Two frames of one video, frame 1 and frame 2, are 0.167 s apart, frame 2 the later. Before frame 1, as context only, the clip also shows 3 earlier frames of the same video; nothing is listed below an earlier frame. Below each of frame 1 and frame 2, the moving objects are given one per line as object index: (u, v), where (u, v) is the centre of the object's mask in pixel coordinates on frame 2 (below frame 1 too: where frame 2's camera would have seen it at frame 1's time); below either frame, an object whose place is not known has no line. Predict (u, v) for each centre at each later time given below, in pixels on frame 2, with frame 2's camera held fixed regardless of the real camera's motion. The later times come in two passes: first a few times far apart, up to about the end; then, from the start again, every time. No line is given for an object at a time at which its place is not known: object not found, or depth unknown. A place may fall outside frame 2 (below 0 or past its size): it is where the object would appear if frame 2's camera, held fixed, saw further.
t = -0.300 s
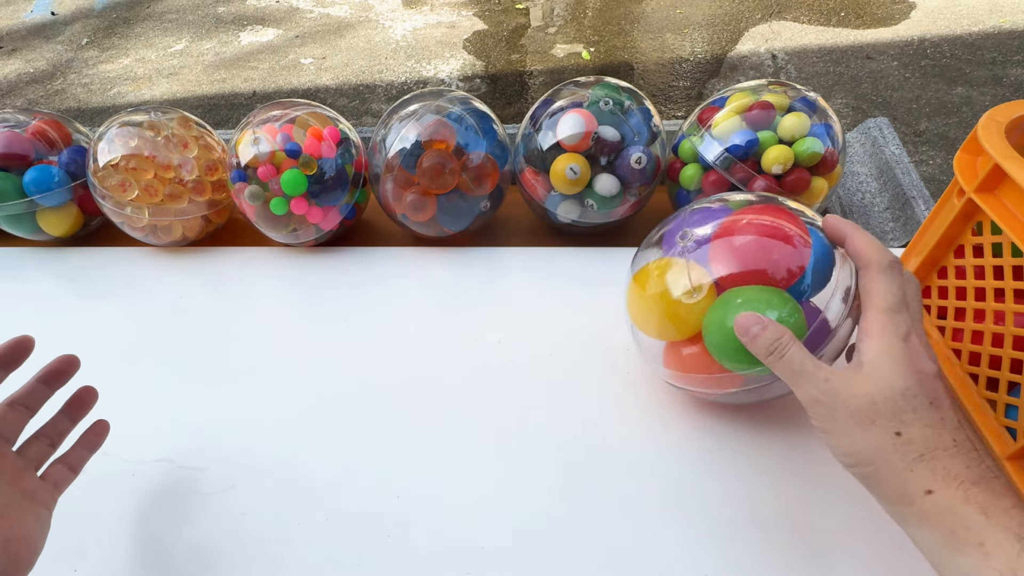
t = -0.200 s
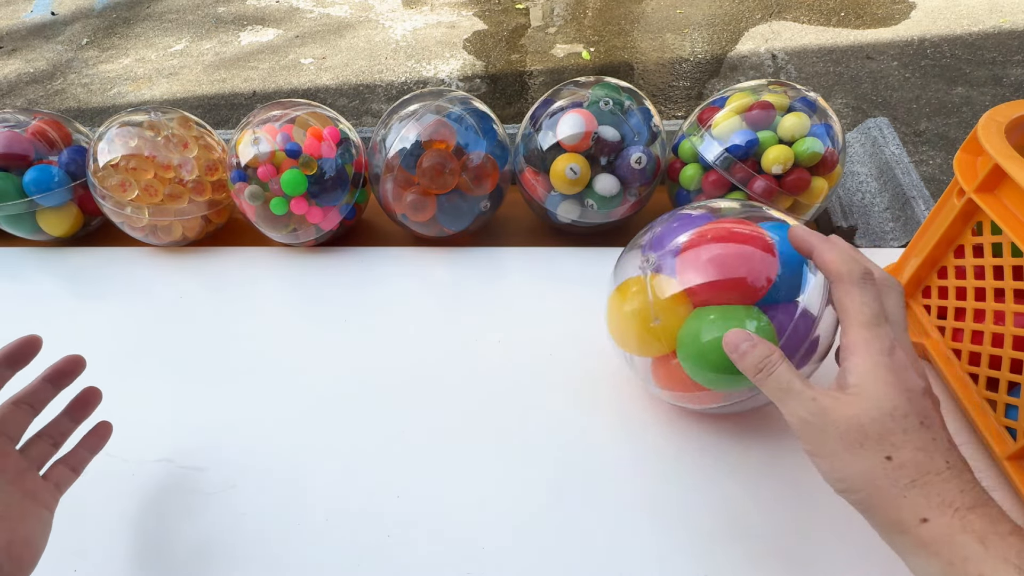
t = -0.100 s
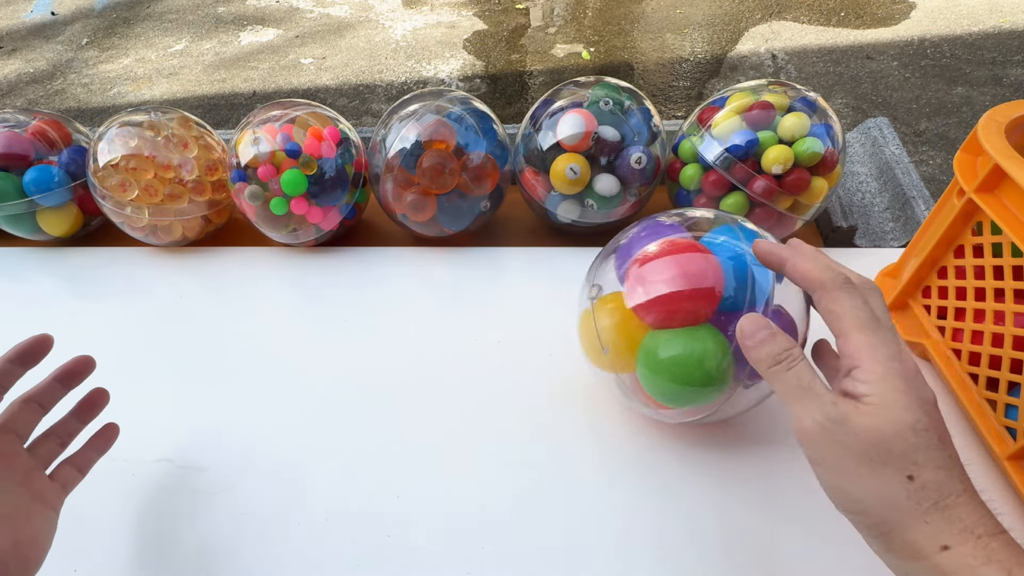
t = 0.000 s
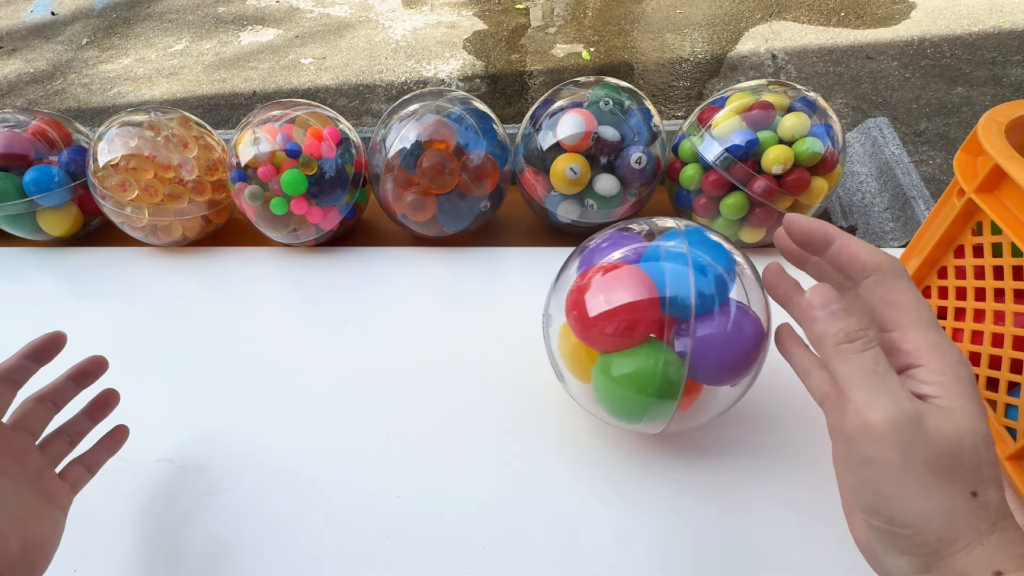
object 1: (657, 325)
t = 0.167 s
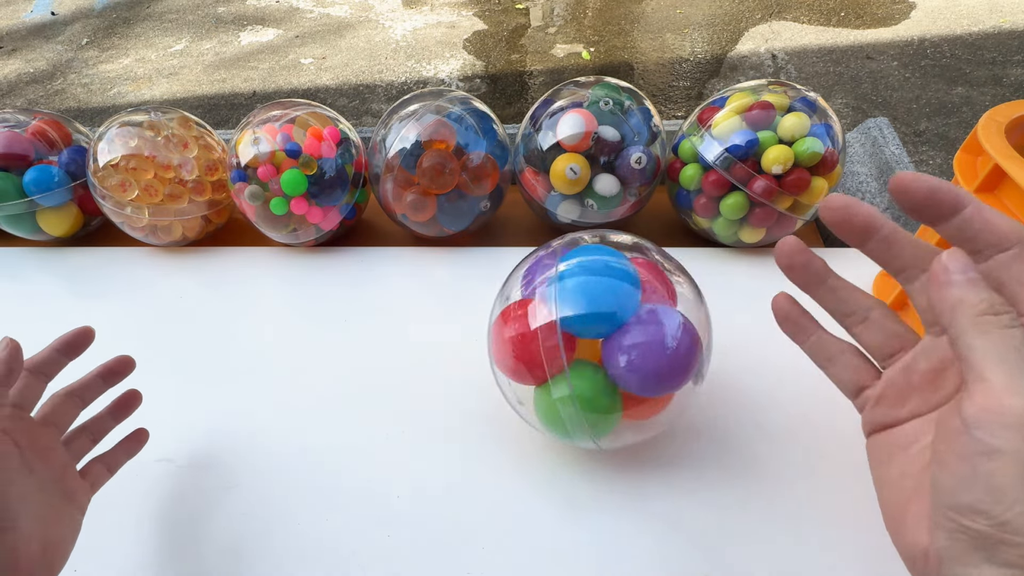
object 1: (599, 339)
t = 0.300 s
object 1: (558, 350)
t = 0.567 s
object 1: (482, 369)
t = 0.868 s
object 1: (398, 393)
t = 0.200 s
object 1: (589, 342)
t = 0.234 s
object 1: (578, 345)
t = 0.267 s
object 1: (567, 347)
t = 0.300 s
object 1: (558, 350)
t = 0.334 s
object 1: (548, 352)
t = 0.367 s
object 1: (540, 354)
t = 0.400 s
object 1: (531, 356)
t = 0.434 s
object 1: (521, 359)
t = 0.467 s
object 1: (511, 362)
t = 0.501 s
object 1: (501, 365)
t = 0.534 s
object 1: (492, 367)
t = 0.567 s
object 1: (482, 369)
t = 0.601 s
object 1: (474, 371)
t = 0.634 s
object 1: (465, 374)
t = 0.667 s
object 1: (456, 376)
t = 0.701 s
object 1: (446, 379)
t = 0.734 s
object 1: (436, 382)
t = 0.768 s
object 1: (425, 385)
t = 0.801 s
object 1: (416, 387)
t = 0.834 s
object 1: (407, 390)
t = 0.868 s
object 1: (398, 393)
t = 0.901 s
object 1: (387, 396)
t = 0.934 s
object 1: (377, 399)
